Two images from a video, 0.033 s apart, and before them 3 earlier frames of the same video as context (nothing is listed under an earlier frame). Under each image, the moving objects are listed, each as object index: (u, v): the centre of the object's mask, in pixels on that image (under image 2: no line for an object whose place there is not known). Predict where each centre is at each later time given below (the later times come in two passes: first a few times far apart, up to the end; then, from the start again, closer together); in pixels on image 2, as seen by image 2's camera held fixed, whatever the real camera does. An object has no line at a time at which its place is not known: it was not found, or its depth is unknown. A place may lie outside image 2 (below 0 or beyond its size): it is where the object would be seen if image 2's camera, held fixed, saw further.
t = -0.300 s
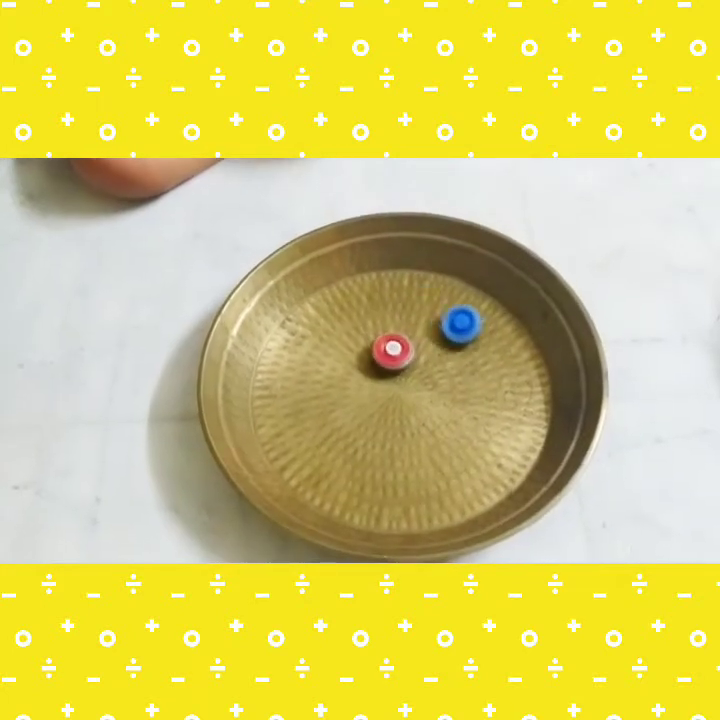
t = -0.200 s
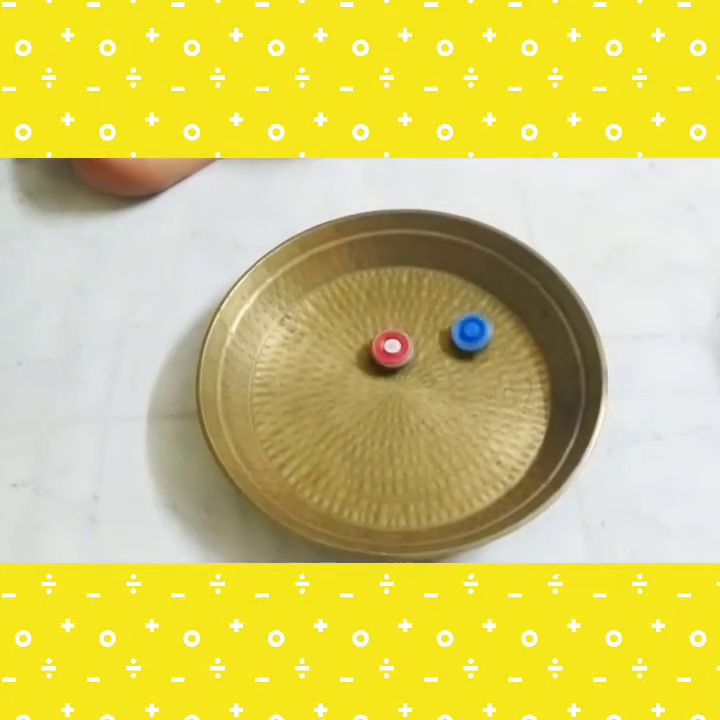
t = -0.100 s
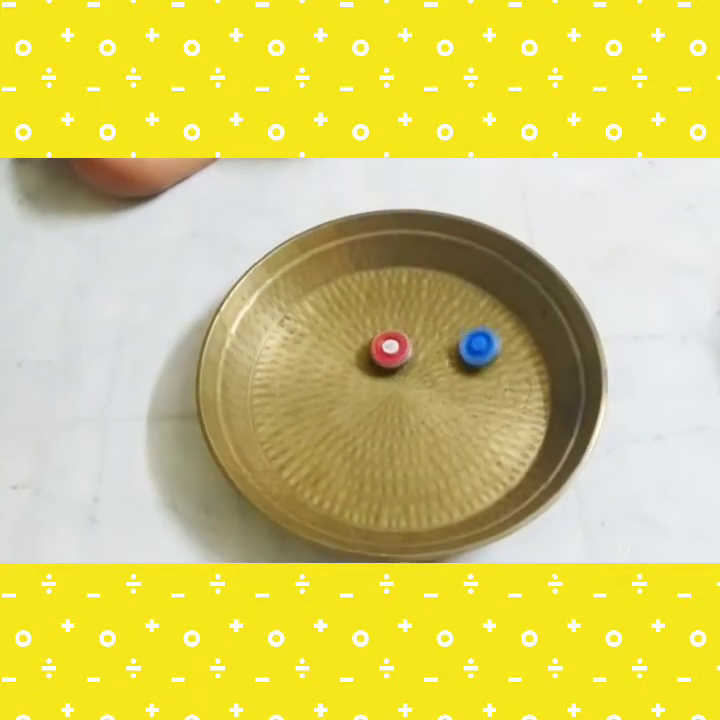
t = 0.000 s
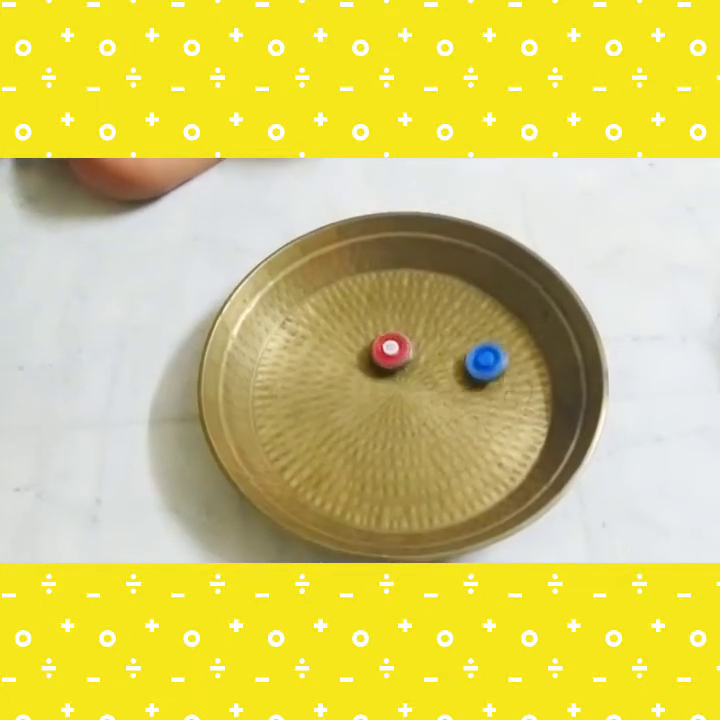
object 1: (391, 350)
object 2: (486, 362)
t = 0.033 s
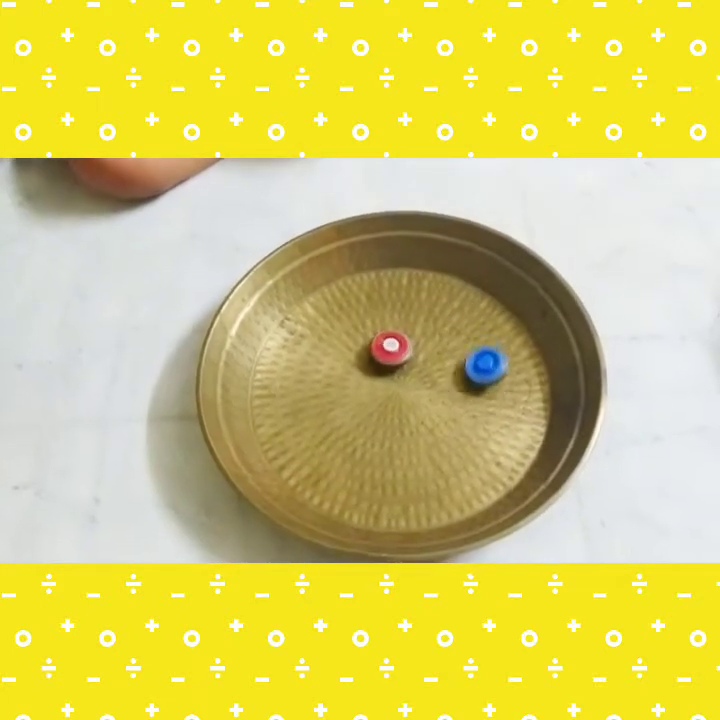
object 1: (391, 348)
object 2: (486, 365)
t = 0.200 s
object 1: (389, 347)
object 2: (482, 391)
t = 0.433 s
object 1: (390, 349)
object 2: (460, 420)
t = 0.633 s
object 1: (390, 349)
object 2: (427, 433)
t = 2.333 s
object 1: (394, 361)
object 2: (431, 314)
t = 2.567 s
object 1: (393, 358)
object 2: (453, 337)
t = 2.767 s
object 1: (393, 356)
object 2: (458, 364)
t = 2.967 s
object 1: (395, 354)
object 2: (451, 390)
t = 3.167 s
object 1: (395, 354)
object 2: (430, 409)
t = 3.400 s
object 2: (396, 414)
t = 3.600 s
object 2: (366, 405)
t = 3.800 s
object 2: (346, 388)
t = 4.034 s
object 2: (339, 359)
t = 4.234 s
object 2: (349, 338)
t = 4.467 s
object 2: (364, 305)
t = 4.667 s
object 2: (386, 297)
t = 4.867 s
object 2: (404, 312)
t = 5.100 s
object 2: (411, 335)
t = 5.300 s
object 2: (400, 351)
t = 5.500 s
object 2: (379, 360)
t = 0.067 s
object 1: (390, 348)
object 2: (486, 371)
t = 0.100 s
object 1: (390, 347)
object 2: (486, 375)
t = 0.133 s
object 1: (390, 348)
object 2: (485, 381)
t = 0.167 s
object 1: (390, 348)
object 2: (484, 386)
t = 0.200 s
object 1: (389, 347)
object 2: (482, 391)
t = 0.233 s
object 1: (390, 348)
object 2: (481, 396)
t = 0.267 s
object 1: (390, 348)
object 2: (479, 401)
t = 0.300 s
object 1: (390, 347)
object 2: (476, 406)
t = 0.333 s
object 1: (390, 349)
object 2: (472, 410)
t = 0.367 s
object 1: (389, 348)
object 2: (468, 413)
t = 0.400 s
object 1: (390, 348)
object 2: (464, 417)
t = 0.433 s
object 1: (390, 349)
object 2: (460, 420)
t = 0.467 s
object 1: (390, 348)
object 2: (455, 424)
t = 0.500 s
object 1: (391, 348)
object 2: (450, 427)
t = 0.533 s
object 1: (390, 349)
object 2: (444, 429)
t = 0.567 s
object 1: (390, 348)
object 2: (439, 431)
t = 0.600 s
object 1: (391, 348)
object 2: (433, 432)
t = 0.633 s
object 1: (390, 349)
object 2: (427, 433)
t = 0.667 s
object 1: (390, 347)
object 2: (422, 434)
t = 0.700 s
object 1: (391, 348)
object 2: (416, 434)
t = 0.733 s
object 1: (390, 349)
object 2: (409, 433)
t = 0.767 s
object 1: (390, 348)
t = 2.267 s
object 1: (394, 361)
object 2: (422, 310)
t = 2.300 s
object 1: (395, 361)
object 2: (426, 312)
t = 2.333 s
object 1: (394, 361)
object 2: (431, 314)
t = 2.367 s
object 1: (393, 360)
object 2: (435, 317)
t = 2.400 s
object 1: (394, 360)
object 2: (438, 319)
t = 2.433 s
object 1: (394, 360)
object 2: (442, 322)
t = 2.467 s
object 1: (393, 360)
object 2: (445, 325)
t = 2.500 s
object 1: (393, 358)
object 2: (448, 329)
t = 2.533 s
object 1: (394, 358)
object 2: (451, 332)
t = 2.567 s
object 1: (393, 358)
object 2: (453, 337)
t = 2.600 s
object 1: (393, 356)
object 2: (454, 340)
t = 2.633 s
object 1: (393, 357)
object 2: (456, 346)
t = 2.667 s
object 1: (392, 357)
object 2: (458, 350)
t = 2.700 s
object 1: (392, 356)
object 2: (459, 355)
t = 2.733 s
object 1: (392, 356)
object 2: (458, 359)
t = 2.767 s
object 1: (393, 356)
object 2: (458, 364)
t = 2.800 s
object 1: (394, 355)
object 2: (458, 368)
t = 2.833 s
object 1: (395, 356)
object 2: (457, 373)
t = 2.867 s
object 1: (394, 357)
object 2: (456, 377)
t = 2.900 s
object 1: (393, 355)
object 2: (455, 382)
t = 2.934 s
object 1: (394, 354)
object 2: (453, 386)
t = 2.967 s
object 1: (395, 354)
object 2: (451, 390)
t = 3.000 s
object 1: (394, 355)
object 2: (448, 394)
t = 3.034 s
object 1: (394, 353)
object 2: (446, 397)
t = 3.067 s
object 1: (395, 355)
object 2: (443, 400)
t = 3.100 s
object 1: (395, 355)
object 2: (439, 404)
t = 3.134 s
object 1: (393, 354)
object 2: (434, 407)
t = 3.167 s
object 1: (395, 354)
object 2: (430, 409)
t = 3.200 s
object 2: (426, 411)
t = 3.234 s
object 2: (422, 412)
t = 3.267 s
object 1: (394, 353)
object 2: (417, 413)
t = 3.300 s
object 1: (394, 354)
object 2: (412, 414)
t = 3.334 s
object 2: (406, 415)
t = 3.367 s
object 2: (401, 415)
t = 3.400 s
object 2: (396, 414)
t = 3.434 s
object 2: (390, 414)
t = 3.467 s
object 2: (386, 413)
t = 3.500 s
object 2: (380, 411)
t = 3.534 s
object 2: (375, 409)
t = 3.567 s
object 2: (370, 408)
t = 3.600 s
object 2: (366, 405)
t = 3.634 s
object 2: (361, 403)
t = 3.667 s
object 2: (358, 400)
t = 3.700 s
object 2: (354, 397)
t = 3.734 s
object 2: (351, 394)
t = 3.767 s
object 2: (348, 391)
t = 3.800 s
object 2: (346, 388)
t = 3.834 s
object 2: (344, 384)
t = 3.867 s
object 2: (341, 380)
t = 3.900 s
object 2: (340, 376)
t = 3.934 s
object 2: (338, 372)
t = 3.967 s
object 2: (338, 368)
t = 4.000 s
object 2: (338, 364)
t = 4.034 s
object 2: (339, 359)
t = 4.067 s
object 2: (340, 356)
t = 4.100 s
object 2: (342, 352)
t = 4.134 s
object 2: (343, 348)
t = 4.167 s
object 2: (345, 344)
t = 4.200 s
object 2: (346, 341)
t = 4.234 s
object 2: (349, 338)
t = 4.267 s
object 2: (353, 334)
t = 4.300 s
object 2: (355, 333)
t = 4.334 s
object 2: (359, 330)
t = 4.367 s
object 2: (363, 328)
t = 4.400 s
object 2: (364, 321)
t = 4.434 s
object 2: (363, 312)
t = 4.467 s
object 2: (364, 305)
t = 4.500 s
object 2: (368, 300)
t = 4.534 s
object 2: (372, 296)
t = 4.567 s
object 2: (375, 294)
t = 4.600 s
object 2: (380, 295)
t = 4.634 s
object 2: (383, 295)
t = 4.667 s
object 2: (386, 297)
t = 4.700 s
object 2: (389, 299)
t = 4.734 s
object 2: (393, 301)
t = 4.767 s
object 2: (396, 303)
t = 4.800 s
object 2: (399, 305)
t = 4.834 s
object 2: (402, 307)
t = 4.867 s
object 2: (404, 312)
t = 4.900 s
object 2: (406, 314)
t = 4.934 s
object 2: (408, 318)
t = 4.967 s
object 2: (409, 320)
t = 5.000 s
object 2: (410, 324)
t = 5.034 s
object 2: (411, 327)
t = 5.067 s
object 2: (411, 331)
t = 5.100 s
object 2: (411, 335)
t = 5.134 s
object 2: (410, 339)
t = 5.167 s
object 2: (409, 342)
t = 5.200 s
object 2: (407, 347)
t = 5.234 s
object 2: (405, 351)
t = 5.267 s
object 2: (402, 350)
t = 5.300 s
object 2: (400, 351)
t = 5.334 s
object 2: (396, 353)
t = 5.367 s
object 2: (394, 355)
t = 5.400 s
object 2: (390, 356)
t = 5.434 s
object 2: (386, 358)
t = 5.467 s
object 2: (383, 359)
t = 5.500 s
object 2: (379, 360)
